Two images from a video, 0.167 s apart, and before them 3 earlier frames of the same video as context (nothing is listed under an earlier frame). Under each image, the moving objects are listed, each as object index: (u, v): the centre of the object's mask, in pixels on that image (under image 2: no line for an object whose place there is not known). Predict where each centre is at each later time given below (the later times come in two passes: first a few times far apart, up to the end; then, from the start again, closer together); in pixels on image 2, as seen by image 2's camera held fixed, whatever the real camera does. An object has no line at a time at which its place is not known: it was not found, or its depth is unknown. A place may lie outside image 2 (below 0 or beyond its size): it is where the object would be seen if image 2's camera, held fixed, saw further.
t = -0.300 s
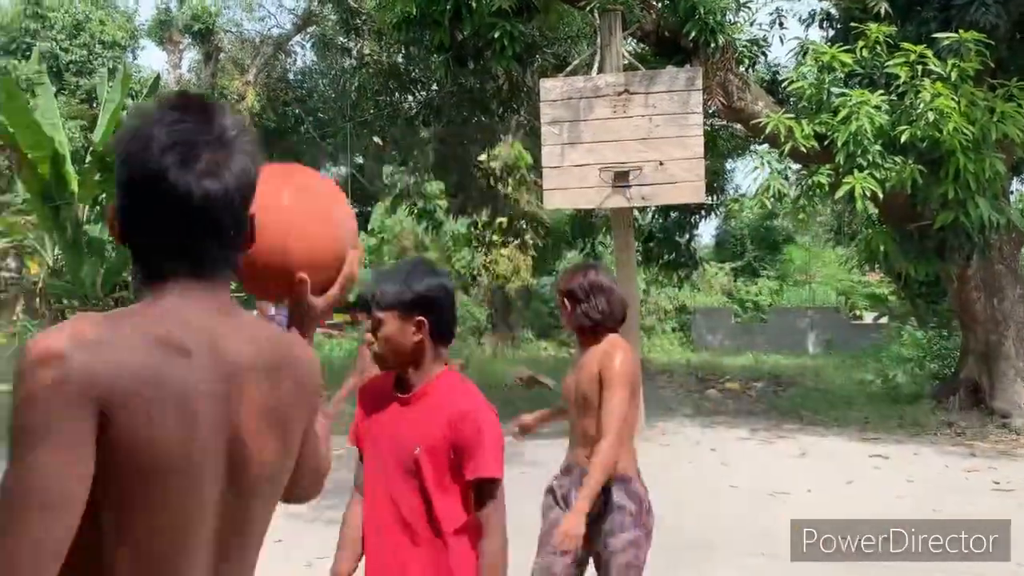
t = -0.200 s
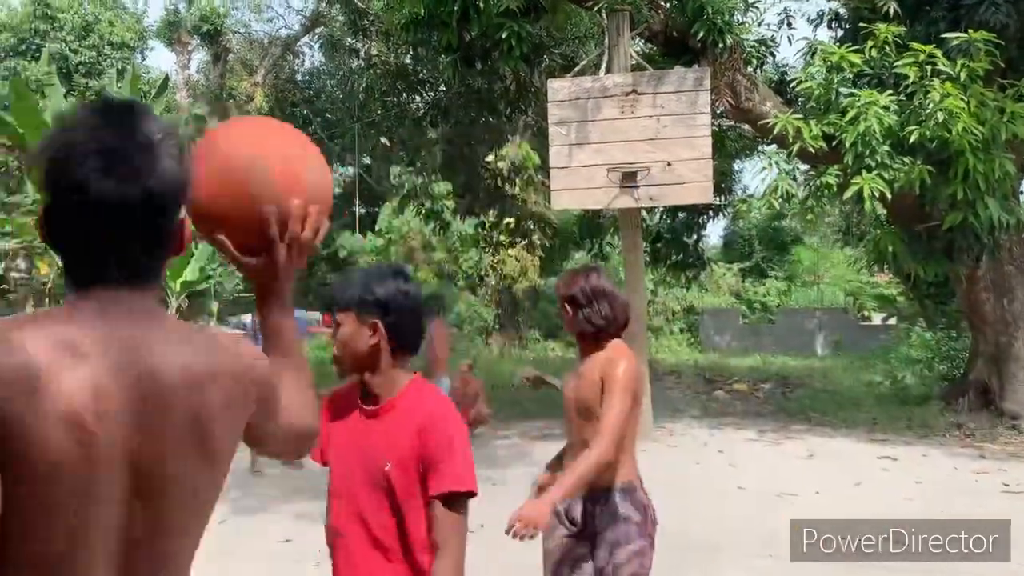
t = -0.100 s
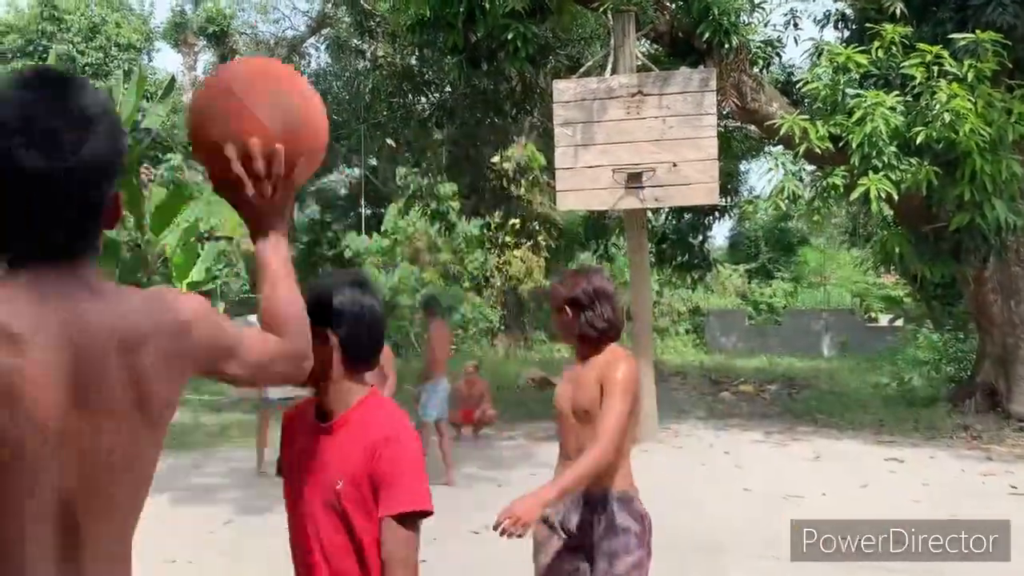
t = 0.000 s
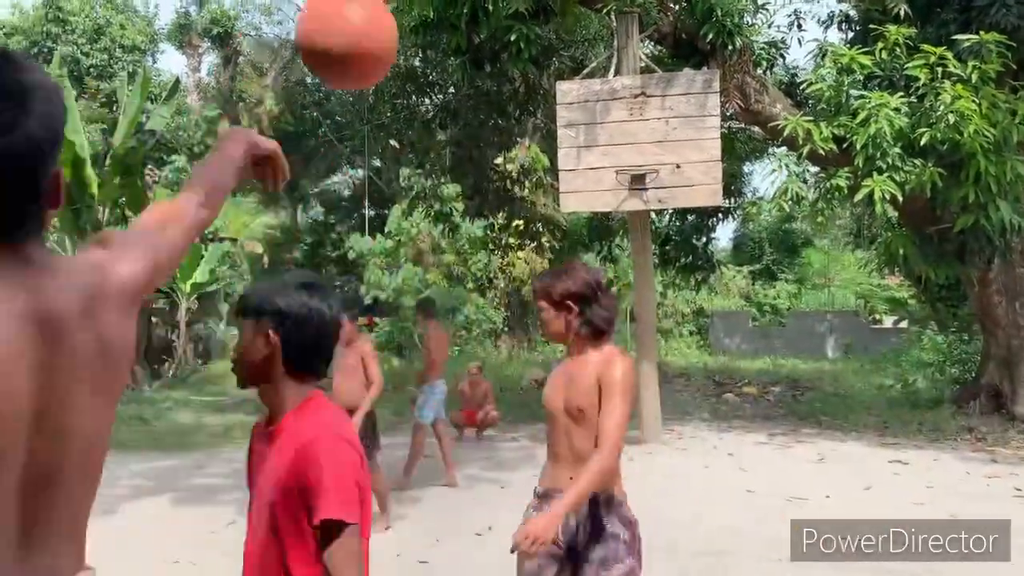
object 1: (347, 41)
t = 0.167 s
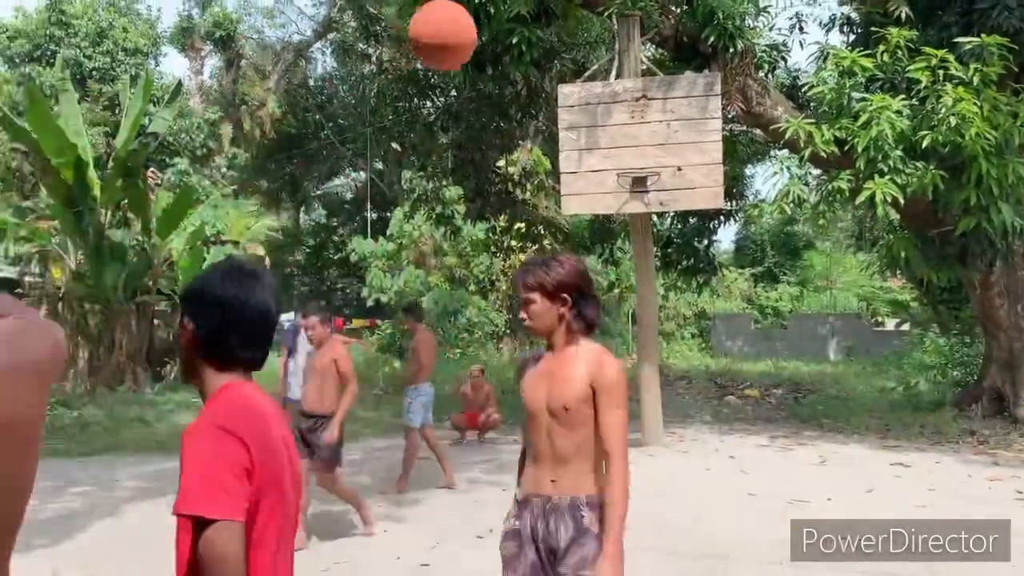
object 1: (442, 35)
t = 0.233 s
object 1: (465, 53)
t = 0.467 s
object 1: (517, 153)
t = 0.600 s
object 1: (539, 222)
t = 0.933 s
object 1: (572, 421)
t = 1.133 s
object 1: (579, 402)
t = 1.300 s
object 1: (579, 326)
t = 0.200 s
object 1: (454, 44)
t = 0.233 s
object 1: (465, 53)
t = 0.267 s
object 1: (475, 64)
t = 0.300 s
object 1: (484, 77)
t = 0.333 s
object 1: (492, 90)
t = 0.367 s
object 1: (499, 104)
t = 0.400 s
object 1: (506, 120)
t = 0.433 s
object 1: (511, 135)
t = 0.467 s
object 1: (517, 153)
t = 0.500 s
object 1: (524, 169)
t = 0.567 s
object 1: (532, 204)
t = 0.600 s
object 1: (539, 222)
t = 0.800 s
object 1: (559, 340)
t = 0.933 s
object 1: (572, 421)
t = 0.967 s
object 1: (574, 444)
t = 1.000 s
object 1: (577, 466)
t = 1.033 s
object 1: (579, 467)
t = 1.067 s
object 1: (578, 444)
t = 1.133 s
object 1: (579, 402)
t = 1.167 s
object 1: (579, 383)
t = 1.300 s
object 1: (579, 326)
